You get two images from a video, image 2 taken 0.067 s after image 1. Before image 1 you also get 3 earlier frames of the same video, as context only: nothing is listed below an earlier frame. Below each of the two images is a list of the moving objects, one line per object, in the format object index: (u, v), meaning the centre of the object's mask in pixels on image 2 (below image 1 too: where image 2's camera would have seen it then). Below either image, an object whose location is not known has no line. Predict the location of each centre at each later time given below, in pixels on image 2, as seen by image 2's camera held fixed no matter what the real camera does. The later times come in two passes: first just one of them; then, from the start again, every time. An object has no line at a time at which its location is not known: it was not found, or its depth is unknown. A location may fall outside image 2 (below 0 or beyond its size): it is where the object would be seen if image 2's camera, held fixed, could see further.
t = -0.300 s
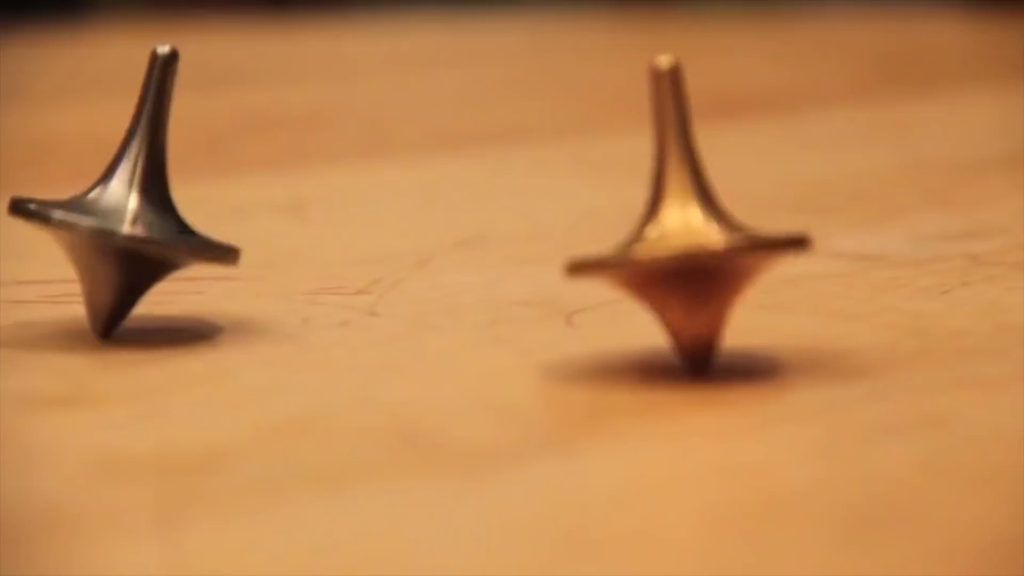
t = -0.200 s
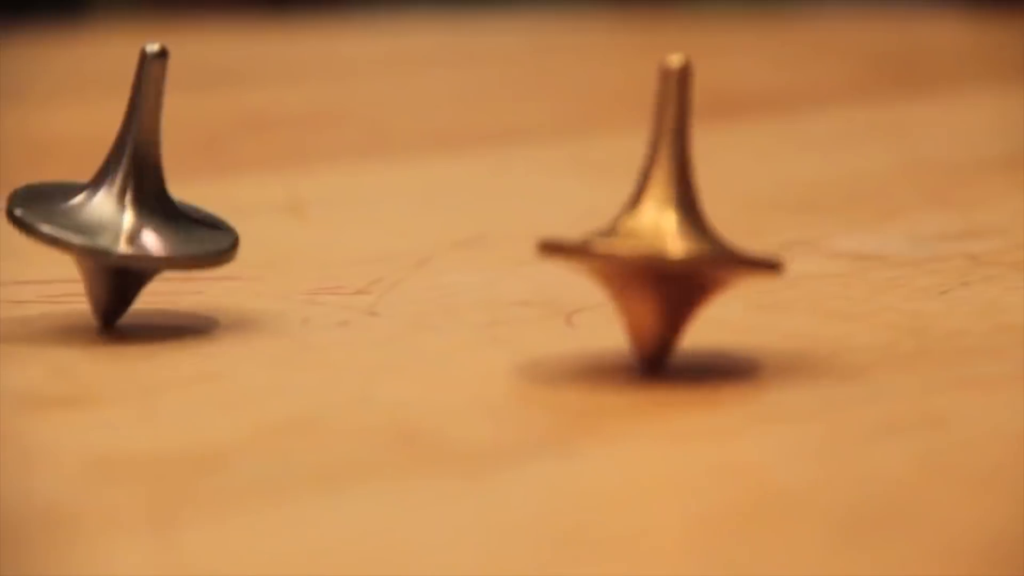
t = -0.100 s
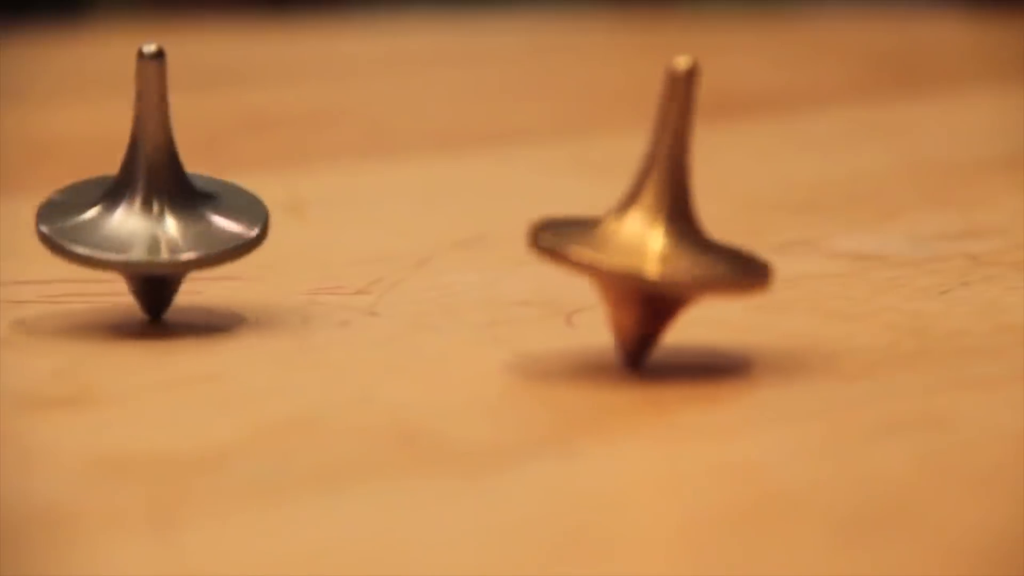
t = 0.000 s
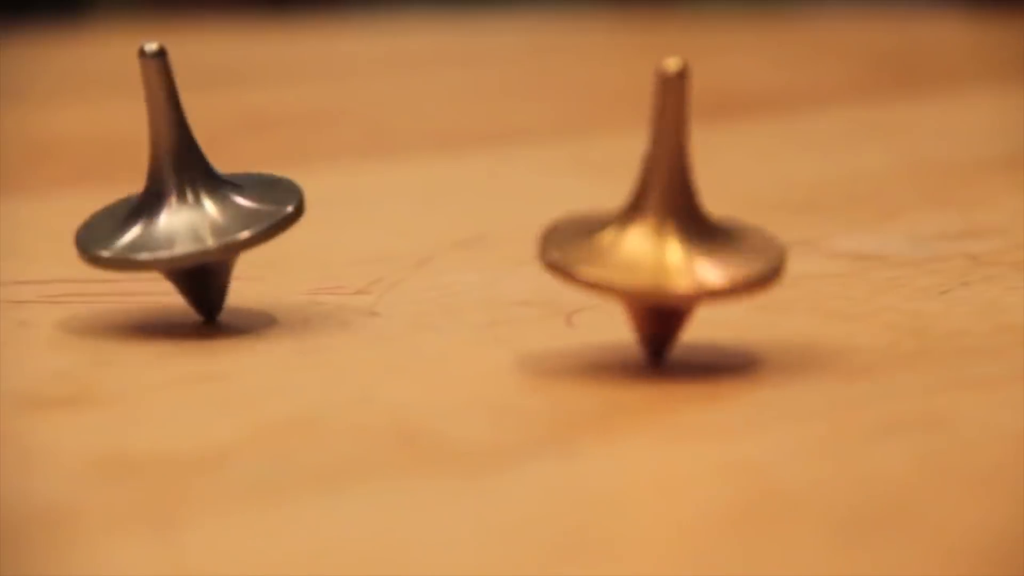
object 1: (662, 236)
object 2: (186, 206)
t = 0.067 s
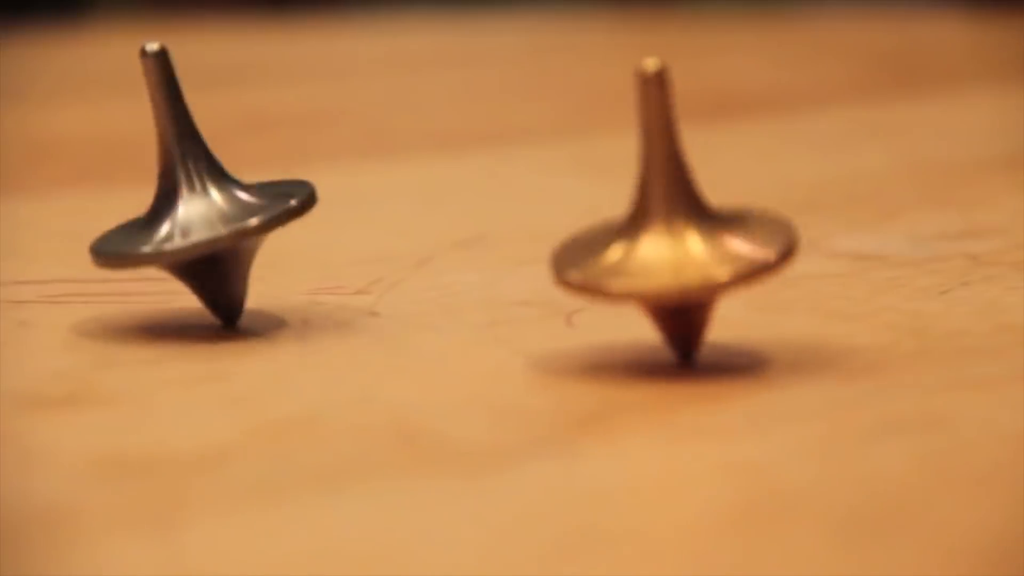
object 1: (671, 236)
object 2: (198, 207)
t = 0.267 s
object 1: (678, 237)
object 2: (163, 214)
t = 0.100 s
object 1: (678, 236)
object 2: (200, 208)
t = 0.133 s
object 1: (683, 235)
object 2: (198, 209)
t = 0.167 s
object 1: (684, 236)
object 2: (193, 211)
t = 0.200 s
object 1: (683, 236)
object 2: (186, 213)
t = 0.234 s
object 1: (681, 237)
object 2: (176, 214)
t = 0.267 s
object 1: (678, 237)
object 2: (163, 214)
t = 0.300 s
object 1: (672, 239)
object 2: (152, 215)
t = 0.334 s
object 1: (664, 239)
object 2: (142, 214)
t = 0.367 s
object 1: (659, 238)
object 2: (133, 214)
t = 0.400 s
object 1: (654, 238)
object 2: (126, 213)
